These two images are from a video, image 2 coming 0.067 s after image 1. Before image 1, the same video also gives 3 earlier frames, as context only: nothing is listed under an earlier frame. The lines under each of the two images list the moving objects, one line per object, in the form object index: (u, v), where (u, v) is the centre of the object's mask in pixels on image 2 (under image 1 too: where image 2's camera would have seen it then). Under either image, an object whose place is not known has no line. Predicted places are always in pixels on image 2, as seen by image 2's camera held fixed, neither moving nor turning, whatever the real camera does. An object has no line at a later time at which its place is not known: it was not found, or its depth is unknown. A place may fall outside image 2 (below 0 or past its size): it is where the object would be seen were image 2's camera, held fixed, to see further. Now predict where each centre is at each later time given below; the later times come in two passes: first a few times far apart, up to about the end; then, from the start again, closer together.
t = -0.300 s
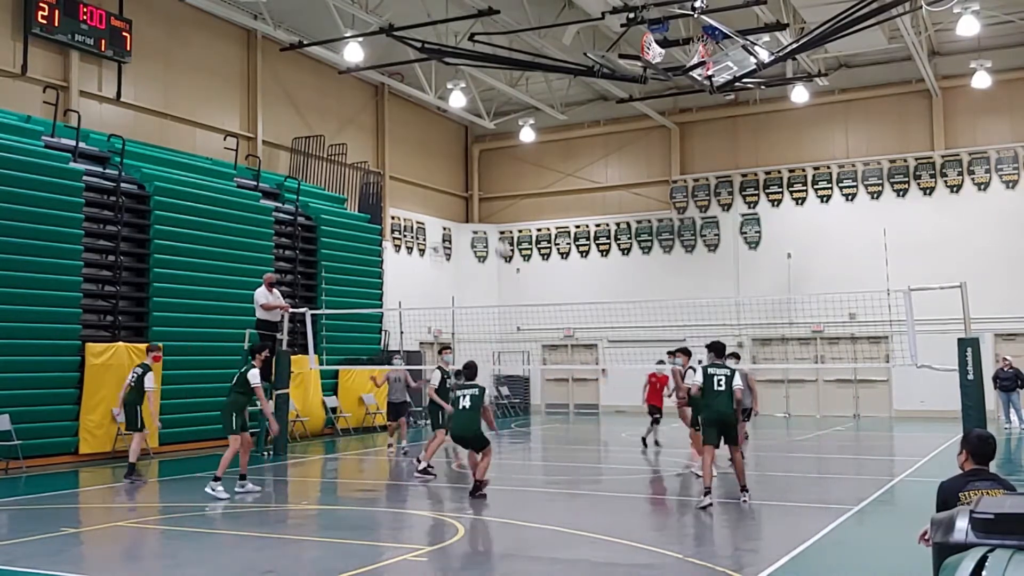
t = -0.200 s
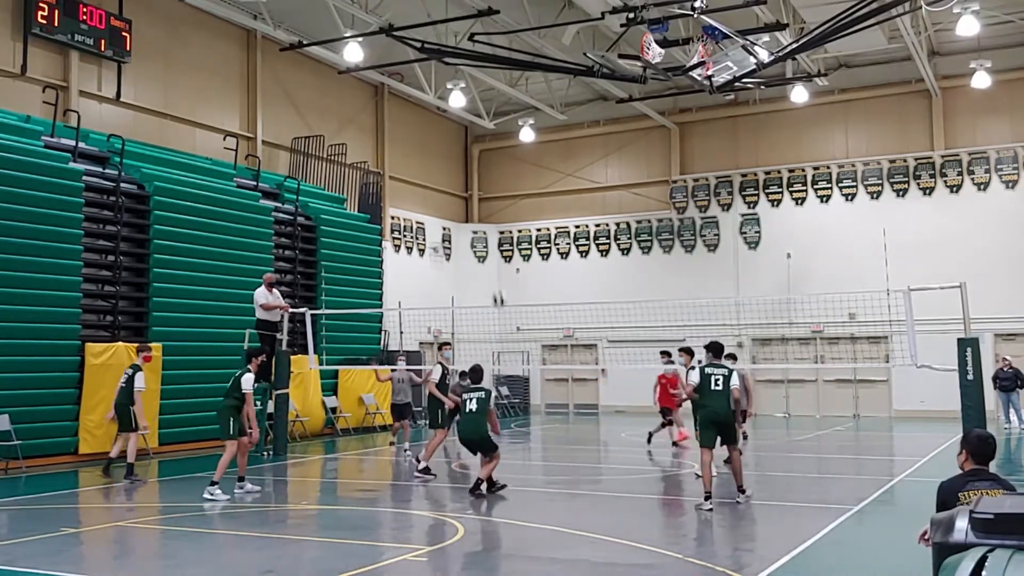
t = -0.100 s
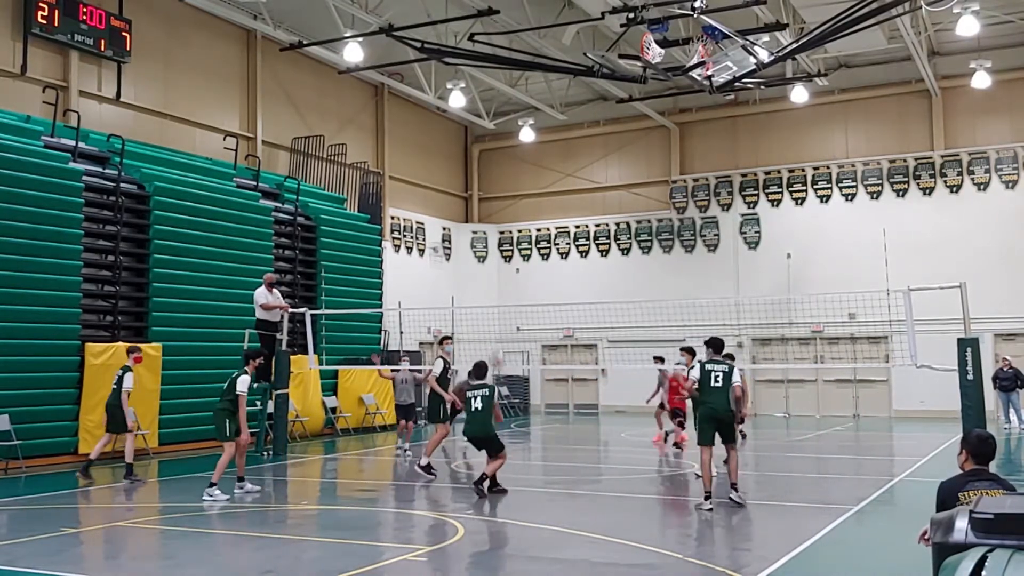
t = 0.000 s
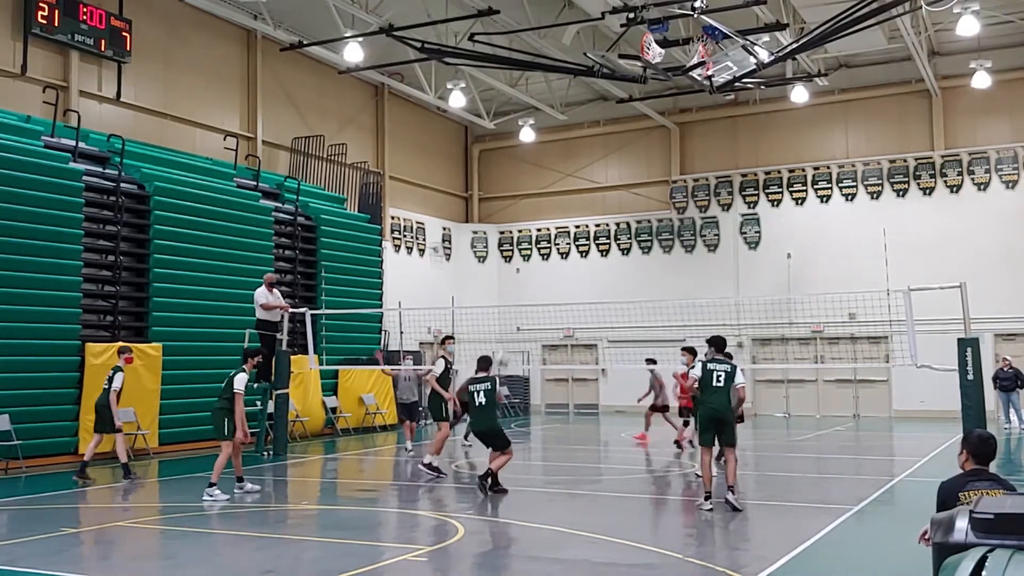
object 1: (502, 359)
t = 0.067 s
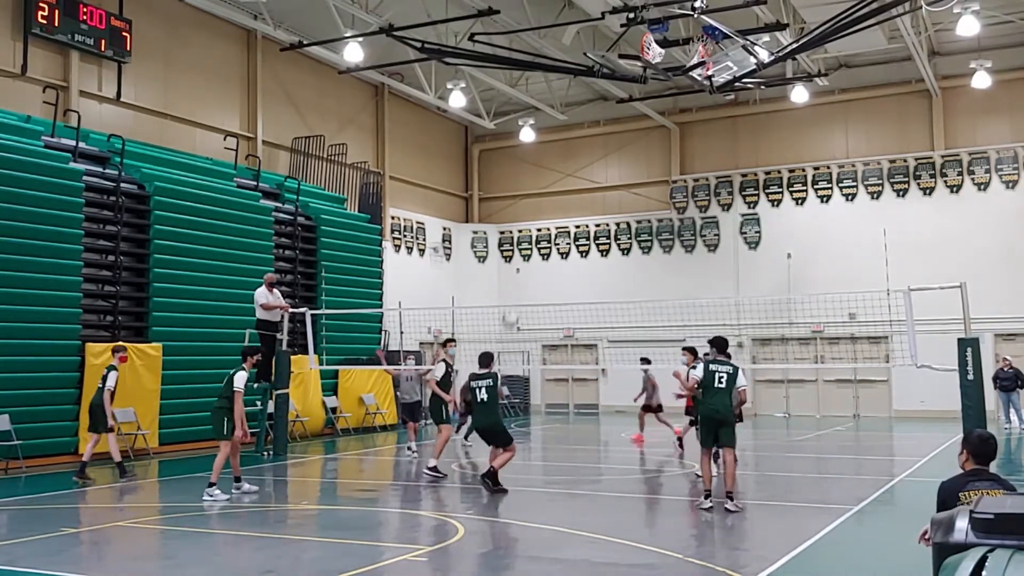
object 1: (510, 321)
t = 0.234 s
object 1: (530, 237)
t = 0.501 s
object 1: (563, 152)
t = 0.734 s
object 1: (590, 125)
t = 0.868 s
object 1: (606, 128)
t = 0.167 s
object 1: (524, 267)
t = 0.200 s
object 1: (526, 252)
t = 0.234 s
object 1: (530, 237)
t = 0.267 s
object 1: (536, 222)
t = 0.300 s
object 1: (539, 210)
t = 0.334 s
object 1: (543, 198)
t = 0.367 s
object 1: (547, 187)
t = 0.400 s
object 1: (551, 177)
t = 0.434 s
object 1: (555, 167)
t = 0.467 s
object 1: (559, 159)
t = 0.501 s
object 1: (563, 152)
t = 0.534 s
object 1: (567, 146)
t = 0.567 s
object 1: (570, 139)
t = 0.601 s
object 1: (574, 135)
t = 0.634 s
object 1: (579, 130)
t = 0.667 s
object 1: (582, 128)
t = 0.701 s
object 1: (586, 126)
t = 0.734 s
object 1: (590, 125)
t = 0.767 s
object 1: (594, 124)
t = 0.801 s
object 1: (598, 124)
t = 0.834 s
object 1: (602, 125)
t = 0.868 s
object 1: (606, 128)
